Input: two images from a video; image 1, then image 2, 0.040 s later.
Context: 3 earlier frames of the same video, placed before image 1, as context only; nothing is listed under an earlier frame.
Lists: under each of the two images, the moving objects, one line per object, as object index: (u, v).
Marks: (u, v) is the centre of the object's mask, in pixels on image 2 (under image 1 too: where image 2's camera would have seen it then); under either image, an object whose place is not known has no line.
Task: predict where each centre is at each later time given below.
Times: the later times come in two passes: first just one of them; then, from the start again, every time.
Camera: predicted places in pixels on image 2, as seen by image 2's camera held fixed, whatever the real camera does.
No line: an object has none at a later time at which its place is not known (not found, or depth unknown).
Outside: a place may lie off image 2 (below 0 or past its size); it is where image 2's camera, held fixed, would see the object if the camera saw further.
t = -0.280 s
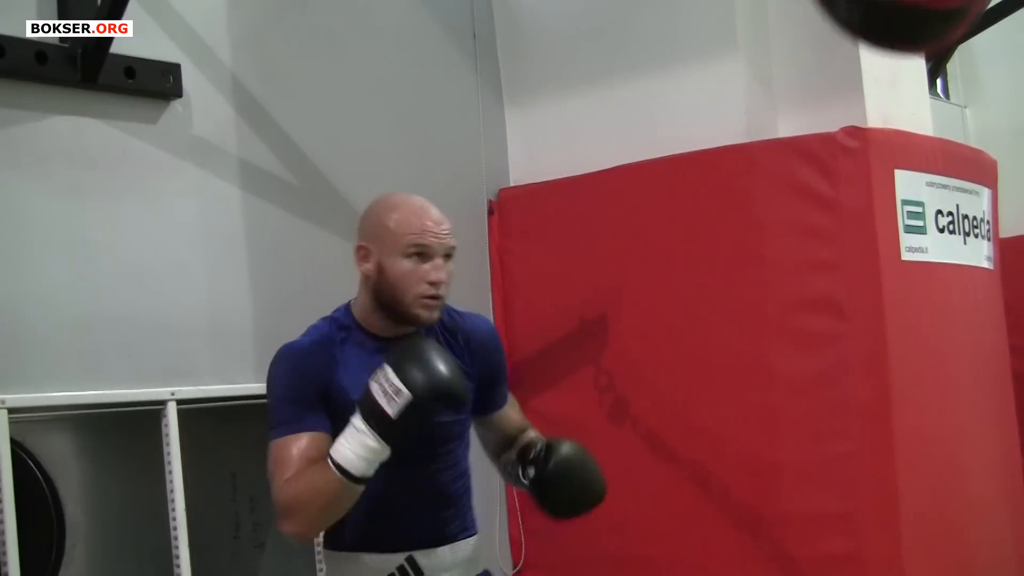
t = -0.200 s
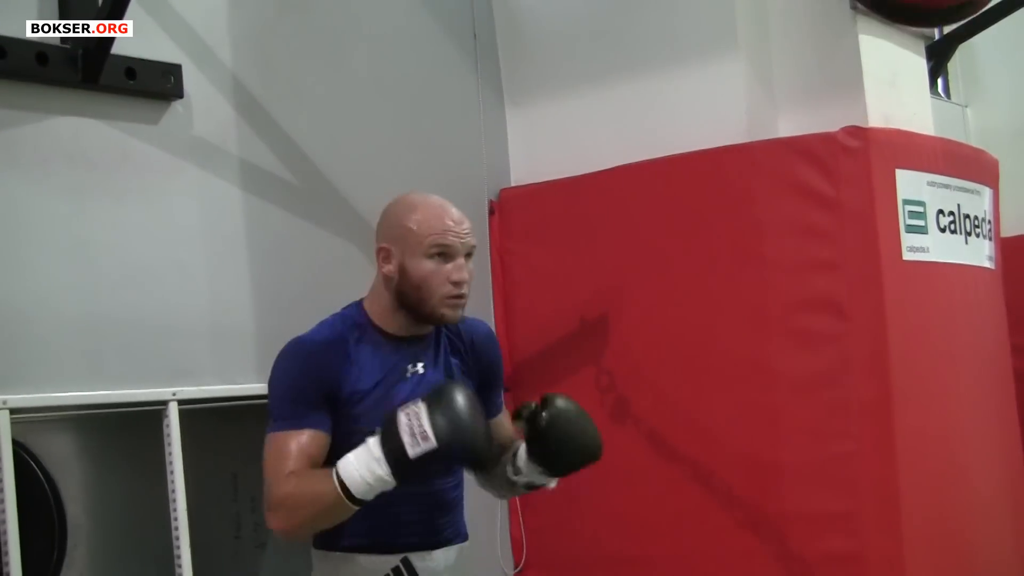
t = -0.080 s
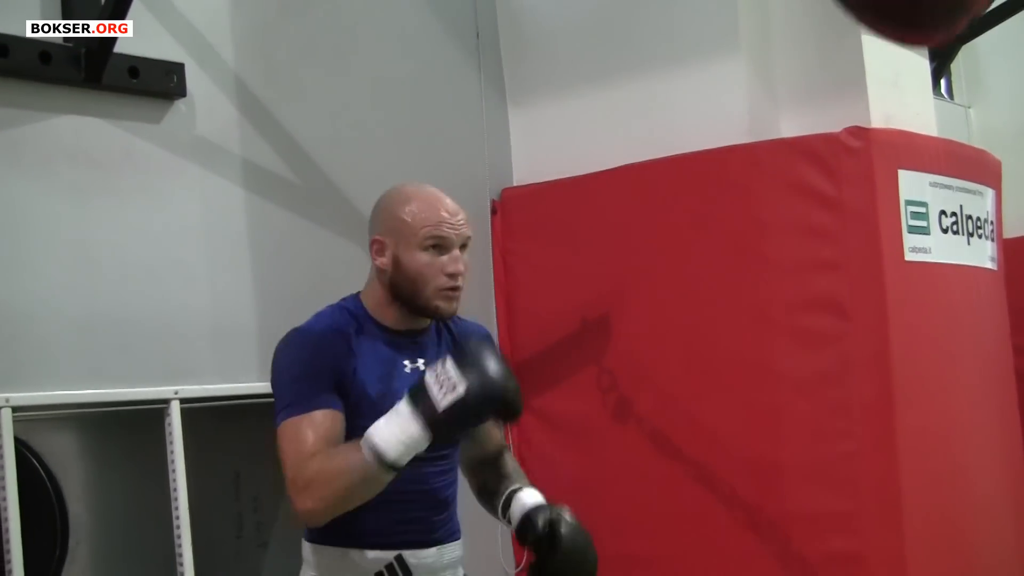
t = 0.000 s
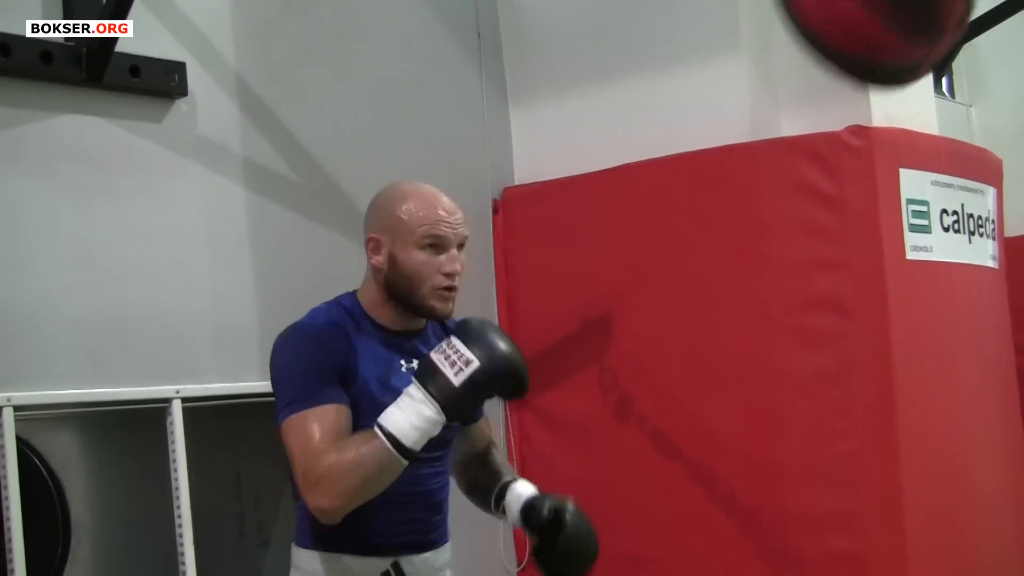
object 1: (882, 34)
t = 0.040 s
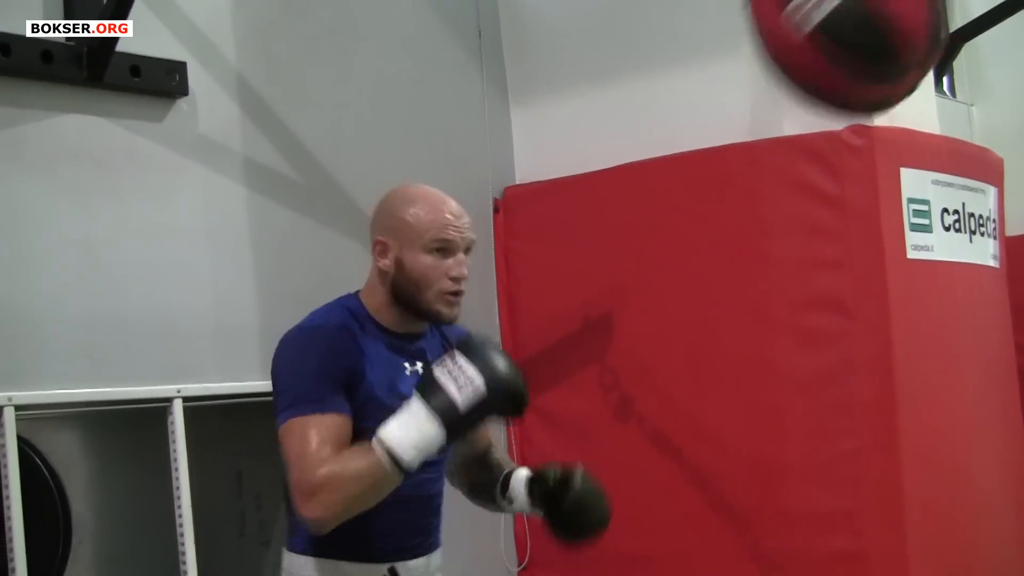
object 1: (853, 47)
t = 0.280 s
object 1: (566, 185)
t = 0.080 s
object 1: (814, 65)
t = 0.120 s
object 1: (774, 83)
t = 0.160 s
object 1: (722, 111)
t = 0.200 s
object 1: (672, 138)
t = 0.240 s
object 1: (621, 163)
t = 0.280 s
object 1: (566, 185)
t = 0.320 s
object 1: (514, 204)
